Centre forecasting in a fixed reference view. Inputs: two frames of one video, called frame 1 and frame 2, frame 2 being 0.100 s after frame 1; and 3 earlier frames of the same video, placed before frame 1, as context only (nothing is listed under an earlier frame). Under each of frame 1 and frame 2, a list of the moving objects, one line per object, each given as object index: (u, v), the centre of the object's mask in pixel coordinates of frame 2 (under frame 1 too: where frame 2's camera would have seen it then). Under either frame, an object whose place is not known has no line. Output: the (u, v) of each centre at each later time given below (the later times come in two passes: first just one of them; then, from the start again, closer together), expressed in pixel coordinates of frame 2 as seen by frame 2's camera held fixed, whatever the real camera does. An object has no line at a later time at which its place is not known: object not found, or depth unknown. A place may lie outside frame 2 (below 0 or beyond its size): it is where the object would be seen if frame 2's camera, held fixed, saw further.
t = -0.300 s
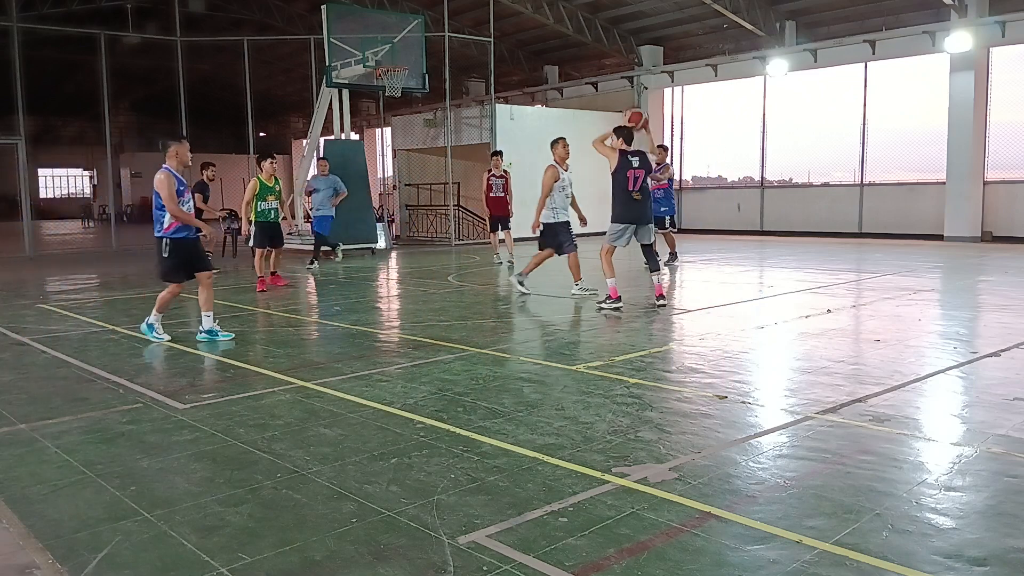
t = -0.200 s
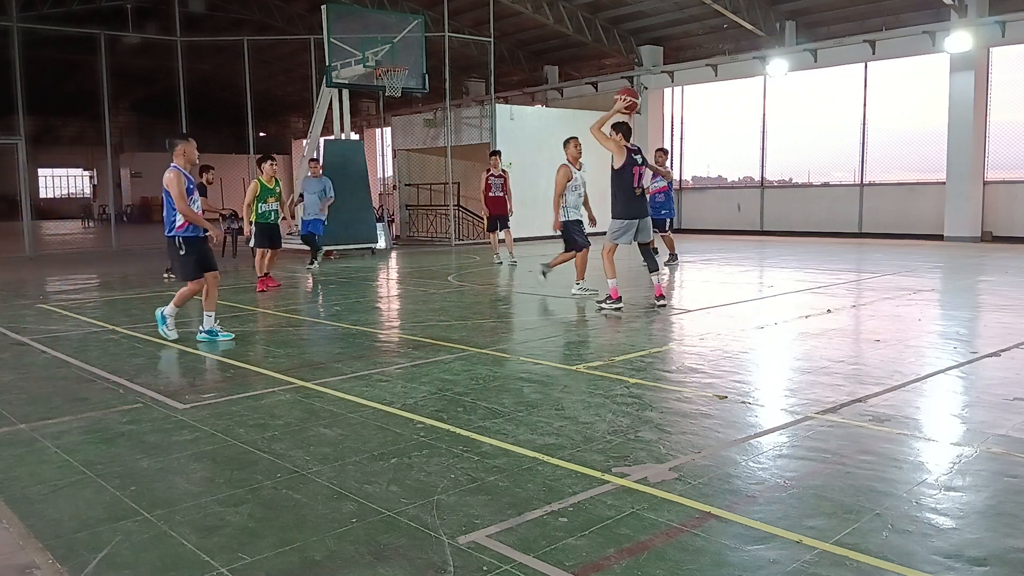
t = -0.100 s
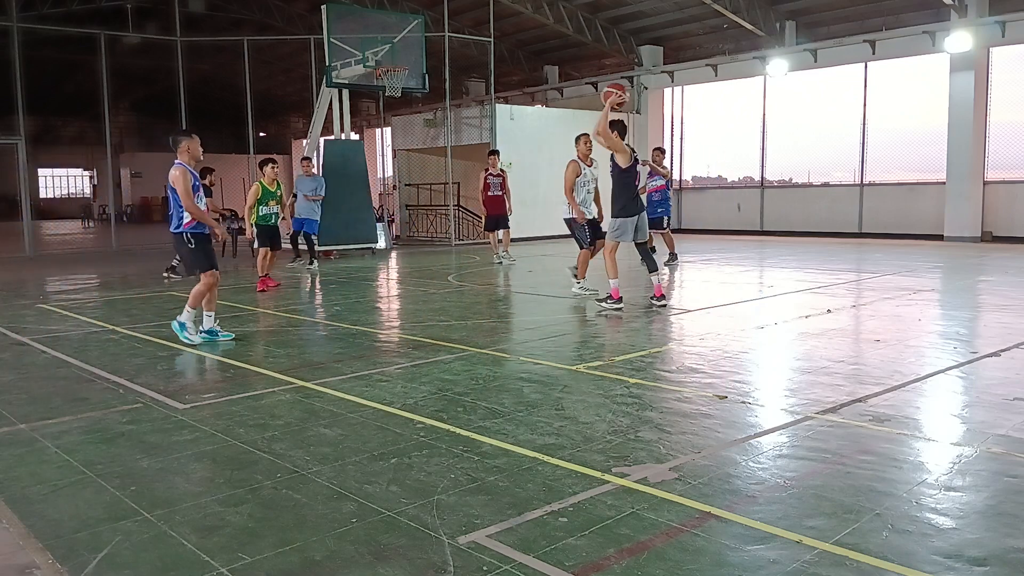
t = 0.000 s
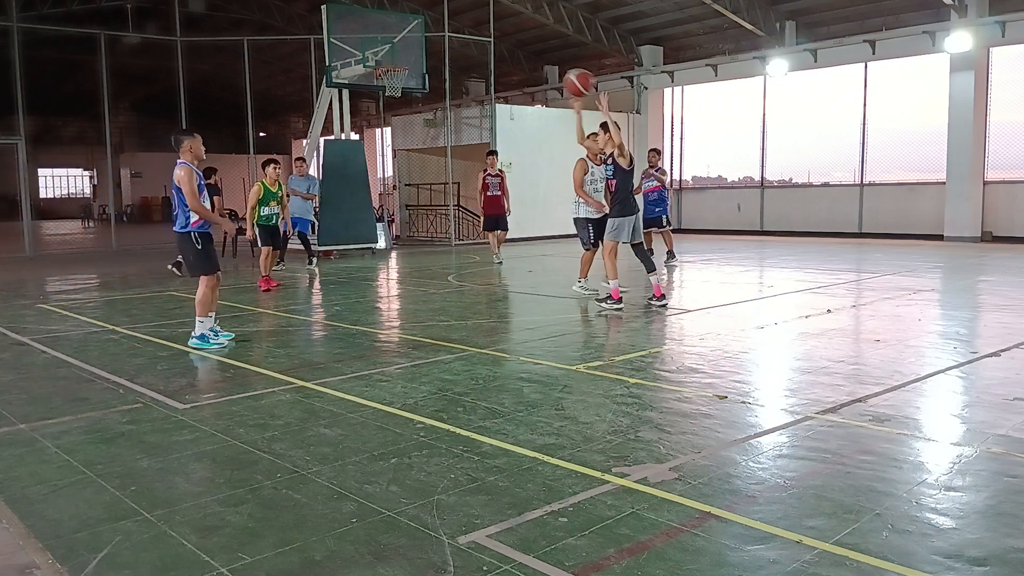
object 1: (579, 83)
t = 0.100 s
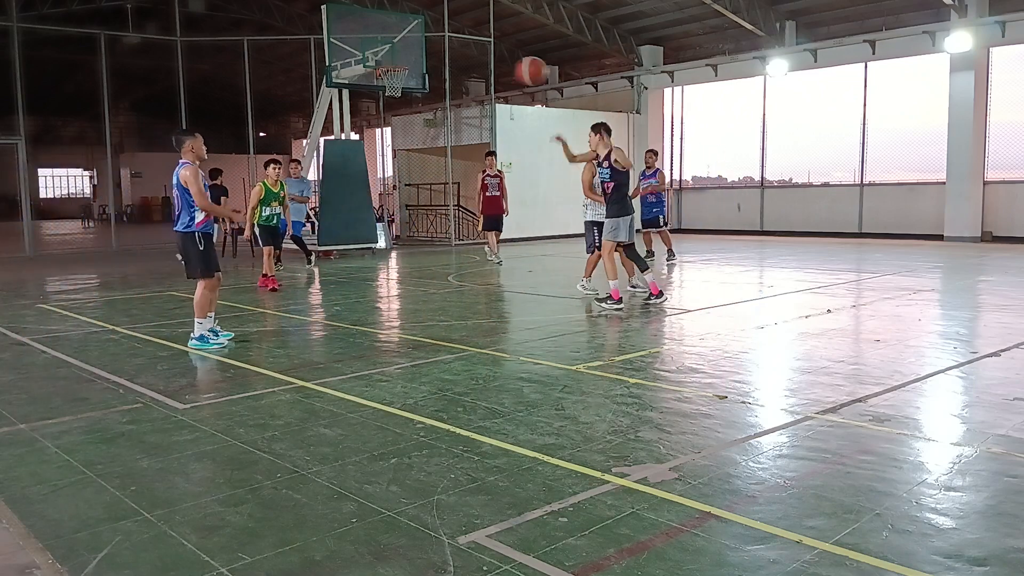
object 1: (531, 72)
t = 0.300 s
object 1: (426, 84)
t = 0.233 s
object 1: (463, 74)
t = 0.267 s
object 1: (445, 78)
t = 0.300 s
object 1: (426, 84)
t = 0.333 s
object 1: (407, 93)
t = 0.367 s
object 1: (386, 102)
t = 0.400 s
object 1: (367, 112)
